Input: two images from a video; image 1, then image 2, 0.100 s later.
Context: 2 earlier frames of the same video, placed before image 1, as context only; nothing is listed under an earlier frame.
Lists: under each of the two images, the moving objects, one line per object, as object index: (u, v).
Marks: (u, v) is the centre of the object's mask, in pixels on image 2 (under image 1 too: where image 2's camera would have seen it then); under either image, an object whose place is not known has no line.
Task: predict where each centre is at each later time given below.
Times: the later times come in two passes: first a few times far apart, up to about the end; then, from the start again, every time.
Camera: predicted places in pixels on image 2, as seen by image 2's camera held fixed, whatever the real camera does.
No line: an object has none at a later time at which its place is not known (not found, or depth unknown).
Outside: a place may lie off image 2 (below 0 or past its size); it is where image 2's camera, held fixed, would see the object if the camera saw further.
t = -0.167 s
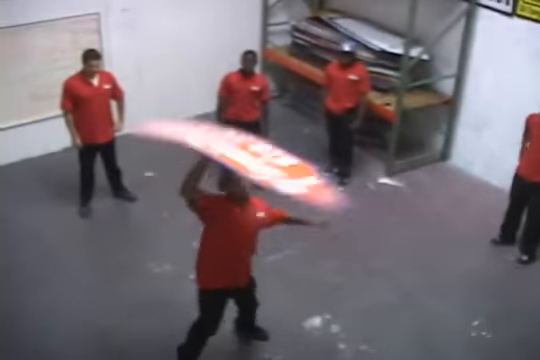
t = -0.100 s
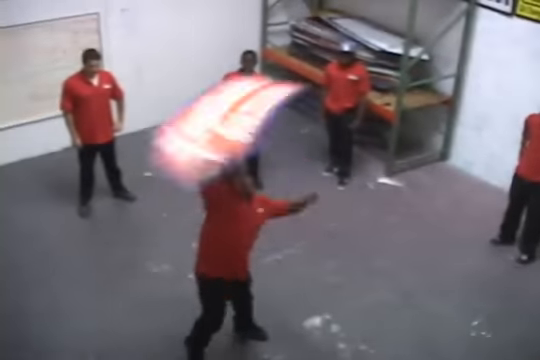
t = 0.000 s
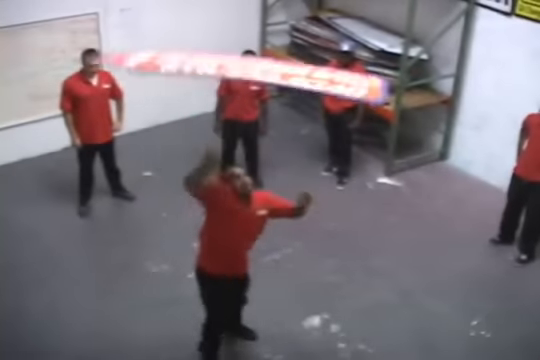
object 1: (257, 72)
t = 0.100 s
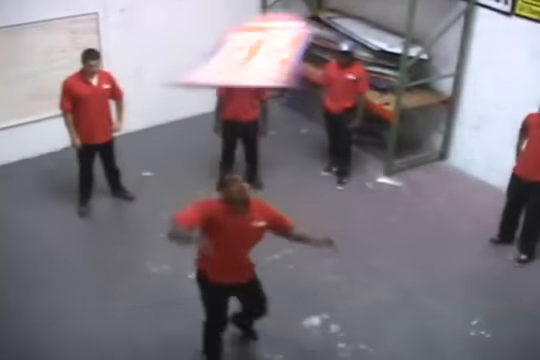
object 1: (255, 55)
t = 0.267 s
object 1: (297, 50)
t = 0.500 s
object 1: (311, 63)
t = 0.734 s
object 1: (325, 105)
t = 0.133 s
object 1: (241, 52)
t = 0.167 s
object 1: (246, 45)
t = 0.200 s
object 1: (272, 42)
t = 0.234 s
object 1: (280, 42)
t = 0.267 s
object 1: (297, 50)
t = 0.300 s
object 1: (283, 50)
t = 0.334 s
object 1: (280, 44)
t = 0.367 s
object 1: (285, 43)
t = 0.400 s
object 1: (291, 45)
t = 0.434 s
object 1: (311, 50)
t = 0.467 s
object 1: (317, 58)
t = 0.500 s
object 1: (311, 63)
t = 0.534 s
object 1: (301, 67)
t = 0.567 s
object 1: (297, 69)
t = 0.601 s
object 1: (309, 70)
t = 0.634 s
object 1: (320, 76)
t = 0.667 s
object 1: (334, 86)
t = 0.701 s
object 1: (336, 99)
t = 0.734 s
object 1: (325, 105)
